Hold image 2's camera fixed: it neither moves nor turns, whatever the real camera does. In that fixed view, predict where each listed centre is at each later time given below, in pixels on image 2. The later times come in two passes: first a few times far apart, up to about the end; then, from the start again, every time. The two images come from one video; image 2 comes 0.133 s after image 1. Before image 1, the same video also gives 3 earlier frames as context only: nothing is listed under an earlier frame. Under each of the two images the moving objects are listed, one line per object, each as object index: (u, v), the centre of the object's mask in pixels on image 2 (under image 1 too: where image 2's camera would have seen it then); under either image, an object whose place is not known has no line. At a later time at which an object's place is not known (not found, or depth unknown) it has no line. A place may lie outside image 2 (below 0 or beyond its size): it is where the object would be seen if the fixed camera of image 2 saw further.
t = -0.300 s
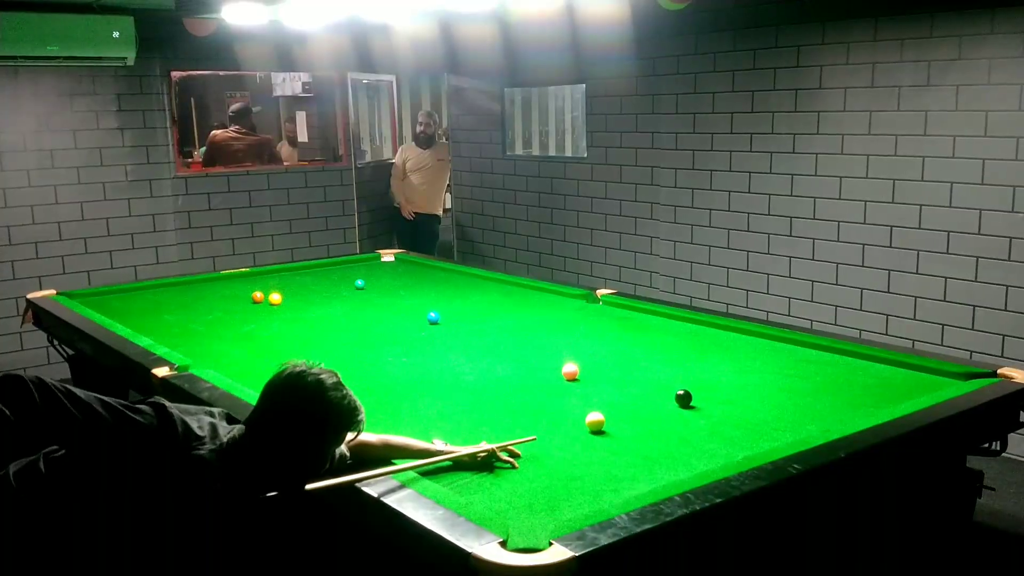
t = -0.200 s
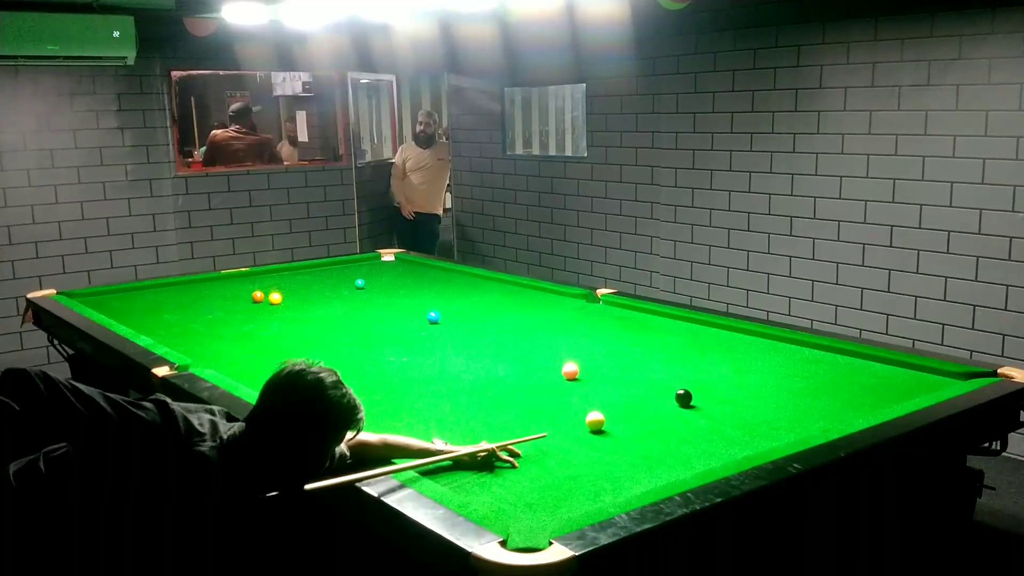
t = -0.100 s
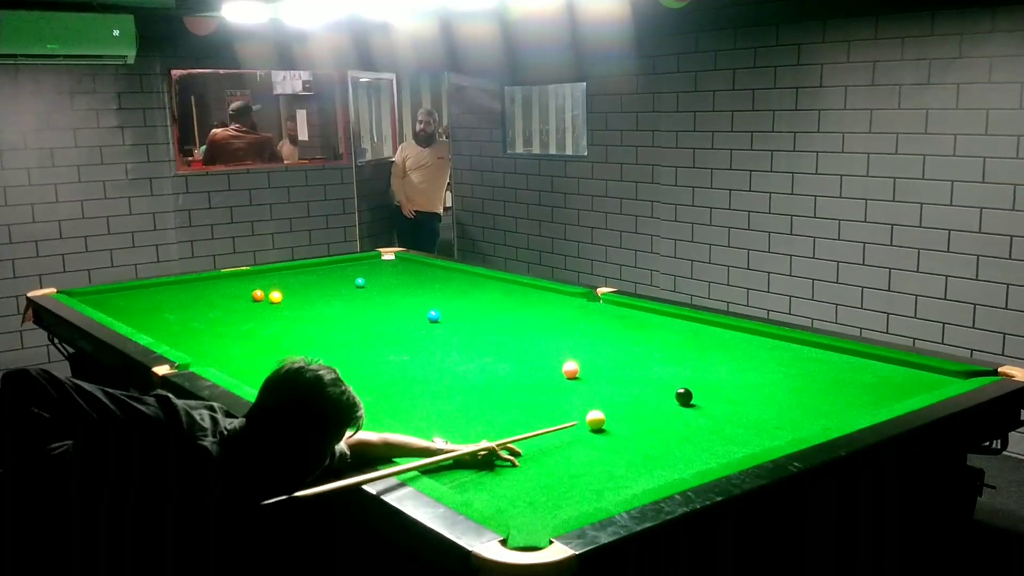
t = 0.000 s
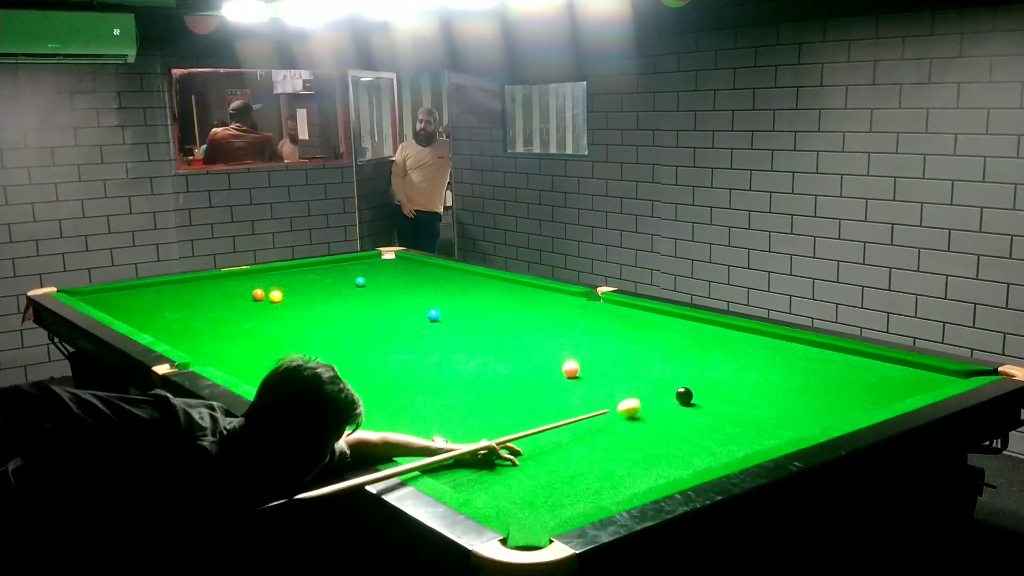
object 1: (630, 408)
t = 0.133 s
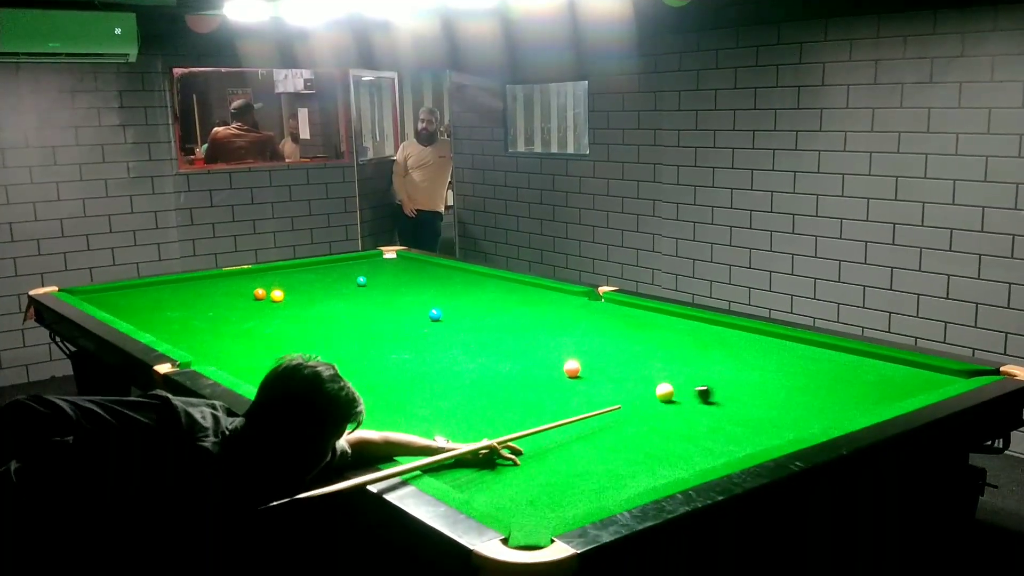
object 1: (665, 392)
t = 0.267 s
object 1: (662, 381)
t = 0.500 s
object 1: (666, 362)
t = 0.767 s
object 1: (670, 344)
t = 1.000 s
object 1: (673, 331)
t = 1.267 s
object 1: (676, 318)
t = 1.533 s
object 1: (648, 313)
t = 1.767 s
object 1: (613, 312)
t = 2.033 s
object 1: (576, 311)
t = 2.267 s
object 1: (546, 310)
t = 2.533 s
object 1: (514, 308)
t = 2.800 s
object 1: (484, 308)
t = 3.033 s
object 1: (459, 307)
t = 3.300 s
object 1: (433, 305)
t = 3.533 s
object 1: (411, 305)
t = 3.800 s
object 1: (388, 304)
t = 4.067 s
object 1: (366, 303)
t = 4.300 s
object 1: (348, 302)
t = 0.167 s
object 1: (663, 389)
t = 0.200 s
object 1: (662, 387)
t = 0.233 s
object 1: (661, 384)
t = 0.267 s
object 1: (662, 381)
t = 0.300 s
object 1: (662, 378)
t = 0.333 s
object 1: (663, 375)
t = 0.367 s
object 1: (663, 372)
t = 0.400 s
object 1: (664, 370)
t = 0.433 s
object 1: (665, 367)
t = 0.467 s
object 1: (665, 365)
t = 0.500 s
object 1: (666, 362)
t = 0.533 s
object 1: (666, 360)
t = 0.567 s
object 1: (667, 357)
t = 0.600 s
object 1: (667, 355)
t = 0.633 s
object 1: (668, 353)
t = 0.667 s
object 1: (668, 351)
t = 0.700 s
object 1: (669, 349)
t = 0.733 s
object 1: (669, 346)
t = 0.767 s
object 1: (670, 344)
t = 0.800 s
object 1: (670, 342)
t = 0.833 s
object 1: (670, 340)
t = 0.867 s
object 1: (671, 338)
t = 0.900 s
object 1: (671, 337)
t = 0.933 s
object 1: (672, 335)
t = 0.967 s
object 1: (672, 333)
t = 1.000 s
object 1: (673, 331)
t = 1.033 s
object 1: (673, 329)
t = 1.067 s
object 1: (674, 328)
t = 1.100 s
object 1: (674, 326)
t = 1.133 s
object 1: (674, 324)
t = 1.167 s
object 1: (674, 323)
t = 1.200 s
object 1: (675, 321)
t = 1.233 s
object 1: (675, 319)
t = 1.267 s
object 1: (676, 318)
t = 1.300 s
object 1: (676, 316)
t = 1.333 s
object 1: (677, 315)
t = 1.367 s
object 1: (675, 314)
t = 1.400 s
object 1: (669, 314)
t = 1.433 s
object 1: (663, 314)
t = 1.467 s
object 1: (658, 313)
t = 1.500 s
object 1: (653, 313)
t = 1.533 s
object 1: (648, 313)
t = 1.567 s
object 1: (643, 313)
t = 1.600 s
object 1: (638, 313)
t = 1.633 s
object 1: (633, 313)
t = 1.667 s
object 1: (628, 313)
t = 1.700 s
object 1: (623, 312)
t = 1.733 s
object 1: (618, 312)
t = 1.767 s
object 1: (613, 312)
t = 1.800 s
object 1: (608, 312)
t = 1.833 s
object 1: (604, 312)
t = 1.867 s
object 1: (599, 312)
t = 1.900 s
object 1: (594, 312)
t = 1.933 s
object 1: (590, 311)
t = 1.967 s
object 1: (585, 311)
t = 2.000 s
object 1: (581, 311)
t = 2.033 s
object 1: (576, 311)
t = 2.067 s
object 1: (572, 311)
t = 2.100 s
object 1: (567, 310)
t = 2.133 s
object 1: (563, 310)
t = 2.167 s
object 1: (559, 310)
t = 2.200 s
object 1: (554, 310)
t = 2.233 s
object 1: (550, 310)
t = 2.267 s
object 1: (546, 310)
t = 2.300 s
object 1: (542, 309)
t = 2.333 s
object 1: (538, 309)
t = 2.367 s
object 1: (533, 309)
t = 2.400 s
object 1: (529, 309)
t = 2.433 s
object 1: (525, 309)
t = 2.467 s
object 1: (521, 309)
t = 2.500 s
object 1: (518, 309)
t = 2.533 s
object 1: (514, 308)
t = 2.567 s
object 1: (510, 308)
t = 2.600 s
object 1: (506, 308)
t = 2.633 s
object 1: (502, 308)
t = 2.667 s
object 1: (498, 308)
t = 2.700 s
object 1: (495, 308)
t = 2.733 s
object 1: (491, 308)
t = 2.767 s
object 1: (487, 308)
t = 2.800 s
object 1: (484, 308)
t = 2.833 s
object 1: (480, 308)
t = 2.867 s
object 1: (477, 308)
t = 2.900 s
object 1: (473, 308)
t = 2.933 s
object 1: (470, 307)
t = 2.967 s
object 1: (466, 307)
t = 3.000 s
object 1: (463, 307)
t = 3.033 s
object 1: (459, 307)
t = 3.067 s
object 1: (456, 307)
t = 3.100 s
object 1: (452, 307)
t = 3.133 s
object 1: (449, 307)
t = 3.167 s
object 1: (446, 307)
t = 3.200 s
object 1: (443, 306)
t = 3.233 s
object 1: (440, 306)
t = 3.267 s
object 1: (436, 305)
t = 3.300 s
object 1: (433, 305)
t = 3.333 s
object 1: (429, 306)
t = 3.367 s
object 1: (426, 306)
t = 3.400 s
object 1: (423, 306)
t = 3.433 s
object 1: (420, 306)
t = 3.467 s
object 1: (417, 306)
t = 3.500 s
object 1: (414, 305)
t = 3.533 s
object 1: (411, 305)
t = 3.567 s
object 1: (408, 305)
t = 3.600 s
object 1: (405, 305)
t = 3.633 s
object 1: (402, 305)
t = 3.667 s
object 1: (399, 305)
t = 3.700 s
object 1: (396, 305)
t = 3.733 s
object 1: (393, 305)
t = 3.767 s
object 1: (391, 305)
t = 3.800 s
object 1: (388, 304)
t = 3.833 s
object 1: (385, 304)
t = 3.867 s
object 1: (382, 304)
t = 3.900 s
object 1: (379, 304)
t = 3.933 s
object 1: (376, 304)
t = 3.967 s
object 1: (374, 304)
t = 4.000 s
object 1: (371, 303)
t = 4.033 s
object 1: (369, 303)
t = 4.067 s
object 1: (366, 303)
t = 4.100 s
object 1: (363, 303)
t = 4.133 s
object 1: (361, 303)
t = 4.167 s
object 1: (358, 303)
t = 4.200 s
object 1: (356, 303)
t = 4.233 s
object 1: (353, 303)
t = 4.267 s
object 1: (351, 303)
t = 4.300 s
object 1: (348, 302)
